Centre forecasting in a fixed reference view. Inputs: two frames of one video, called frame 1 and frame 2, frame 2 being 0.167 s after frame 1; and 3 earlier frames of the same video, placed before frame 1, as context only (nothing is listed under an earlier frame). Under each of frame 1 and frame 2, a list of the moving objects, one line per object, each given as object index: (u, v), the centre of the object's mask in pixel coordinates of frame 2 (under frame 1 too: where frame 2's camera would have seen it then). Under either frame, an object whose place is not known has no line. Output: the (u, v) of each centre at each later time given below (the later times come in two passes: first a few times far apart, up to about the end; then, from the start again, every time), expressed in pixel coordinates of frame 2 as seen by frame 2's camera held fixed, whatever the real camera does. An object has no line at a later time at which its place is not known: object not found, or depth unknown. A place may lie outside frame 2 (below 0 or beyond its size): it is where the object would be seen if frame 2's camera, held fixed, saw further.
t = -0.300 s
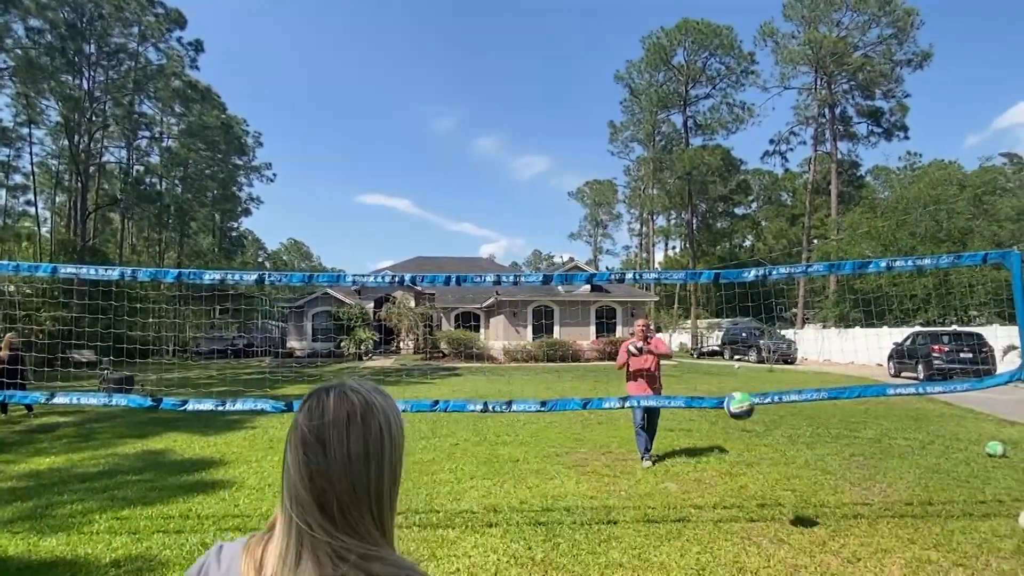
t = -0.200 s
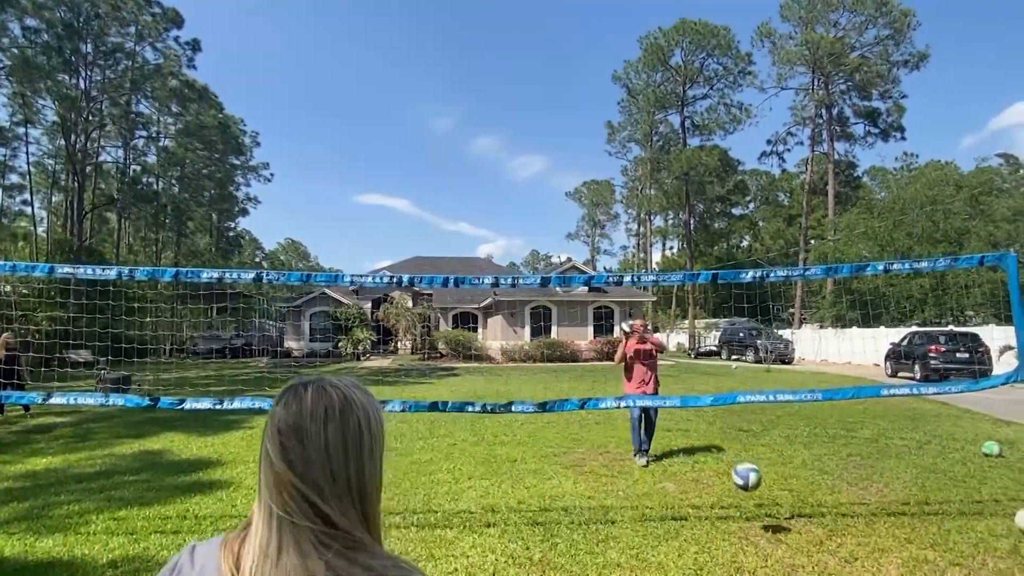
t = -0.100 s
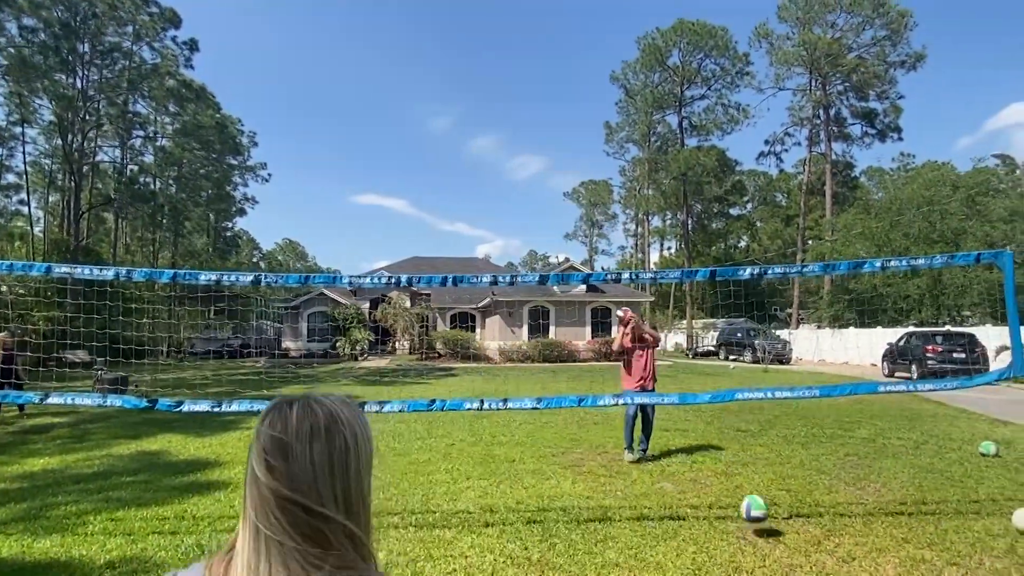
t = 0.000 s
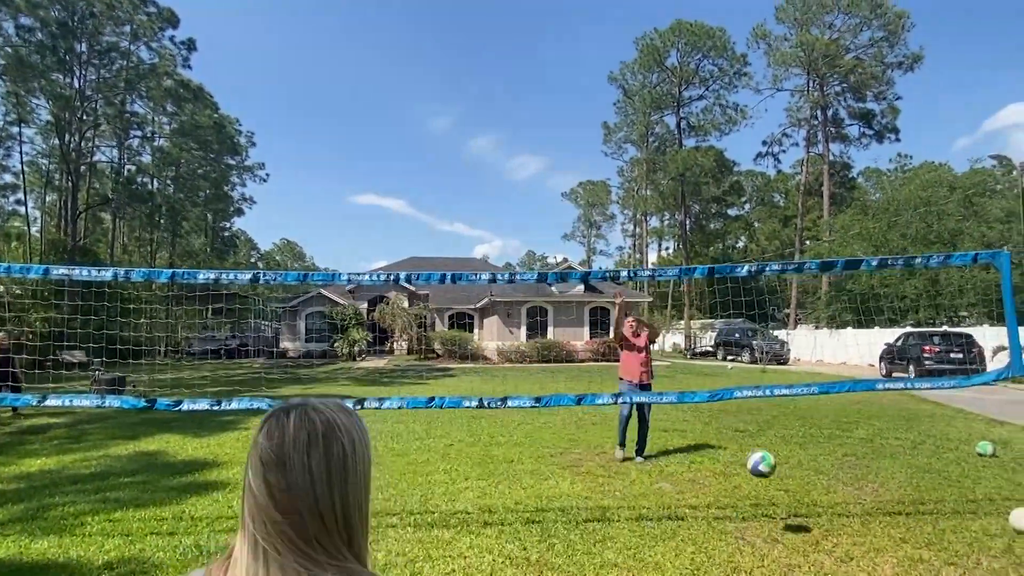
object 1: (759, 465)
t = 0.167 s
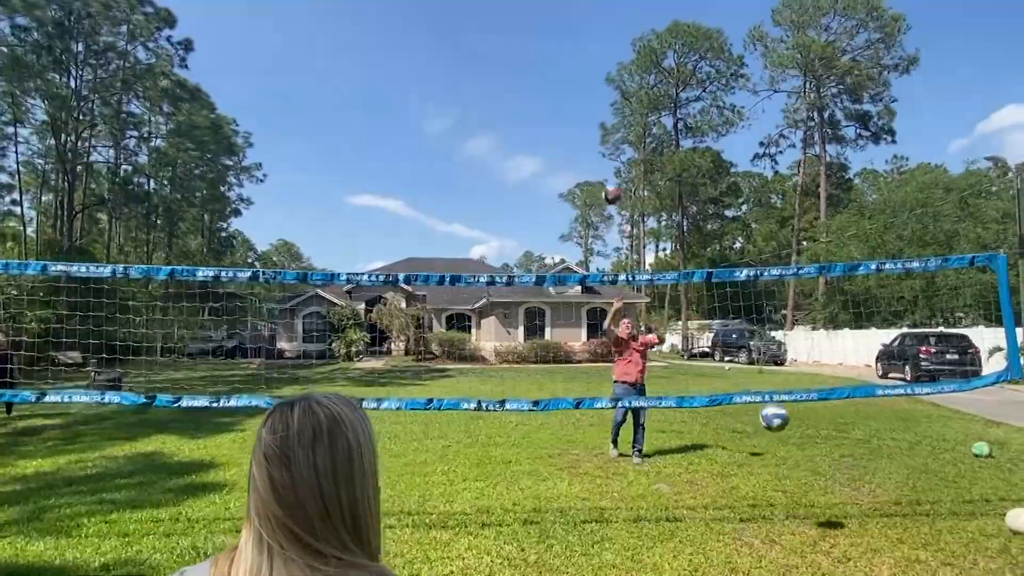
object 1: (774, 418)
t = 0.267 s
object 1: (783, 407)
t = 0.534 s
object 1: (815, 443)
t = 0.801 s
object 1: (854, 536)
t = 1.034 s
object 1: (904, 503)
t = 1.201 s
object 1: (946, 529)
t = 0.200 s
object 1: (777, 414)
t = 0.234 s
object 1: (780, 409)
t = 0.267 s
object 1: (783, 407)
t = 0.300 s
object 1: (788, 406)
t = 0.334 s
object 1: (791, 407)
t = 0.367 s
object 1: (794, 410)
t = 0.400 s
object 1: (799, 413)
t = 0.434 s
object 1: (803, 418)
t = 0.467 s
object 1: (806, 425)
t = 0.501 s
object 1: (810, 433)
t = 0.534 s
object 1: (815, 443)
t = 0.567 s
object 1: (819, 455)
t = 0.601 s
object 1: (824, 468)
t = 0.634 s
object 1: (827, 483)
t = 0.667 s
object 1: (832, 499)
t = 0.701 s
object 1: (837, 517)
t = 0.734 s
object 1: (842, 538)
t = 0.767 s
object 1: (847, 547)
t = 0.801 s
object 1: (854, 536)
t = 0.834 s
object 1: (861, 526)
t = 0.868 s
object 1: (867, 518)
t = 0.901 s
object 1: (875, 512)
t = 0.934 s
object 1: (881, 508)
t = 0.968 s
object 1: (889, 504)
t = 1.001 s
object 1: (897, 503)
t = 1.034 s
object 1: (904, 503)
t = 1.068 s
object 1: (912, 505)
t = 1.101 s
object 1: (920, 508)
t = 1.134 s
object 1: (929, 514)
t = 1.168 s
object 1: (937, 521)
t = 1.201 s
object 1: (946, 529)
